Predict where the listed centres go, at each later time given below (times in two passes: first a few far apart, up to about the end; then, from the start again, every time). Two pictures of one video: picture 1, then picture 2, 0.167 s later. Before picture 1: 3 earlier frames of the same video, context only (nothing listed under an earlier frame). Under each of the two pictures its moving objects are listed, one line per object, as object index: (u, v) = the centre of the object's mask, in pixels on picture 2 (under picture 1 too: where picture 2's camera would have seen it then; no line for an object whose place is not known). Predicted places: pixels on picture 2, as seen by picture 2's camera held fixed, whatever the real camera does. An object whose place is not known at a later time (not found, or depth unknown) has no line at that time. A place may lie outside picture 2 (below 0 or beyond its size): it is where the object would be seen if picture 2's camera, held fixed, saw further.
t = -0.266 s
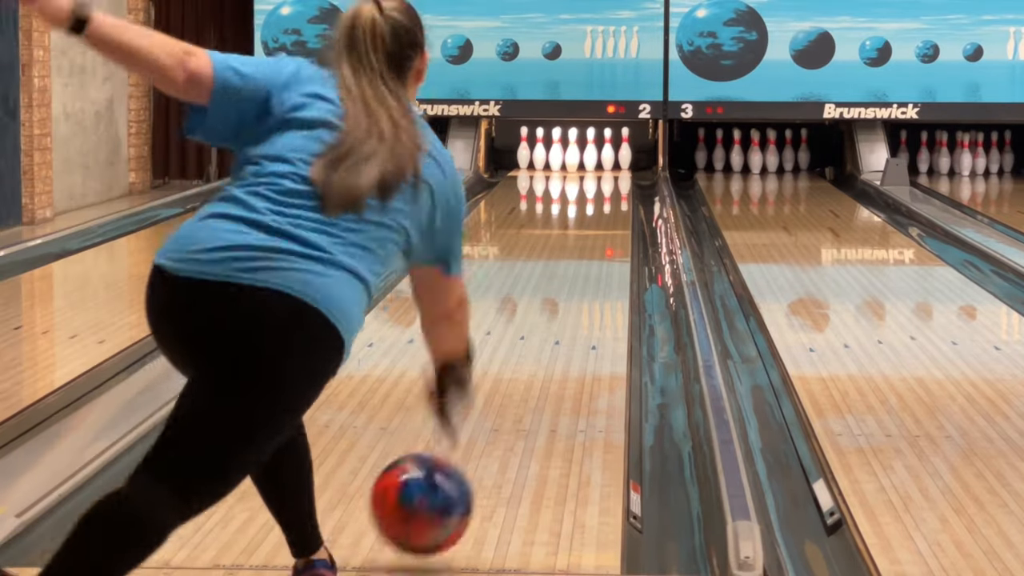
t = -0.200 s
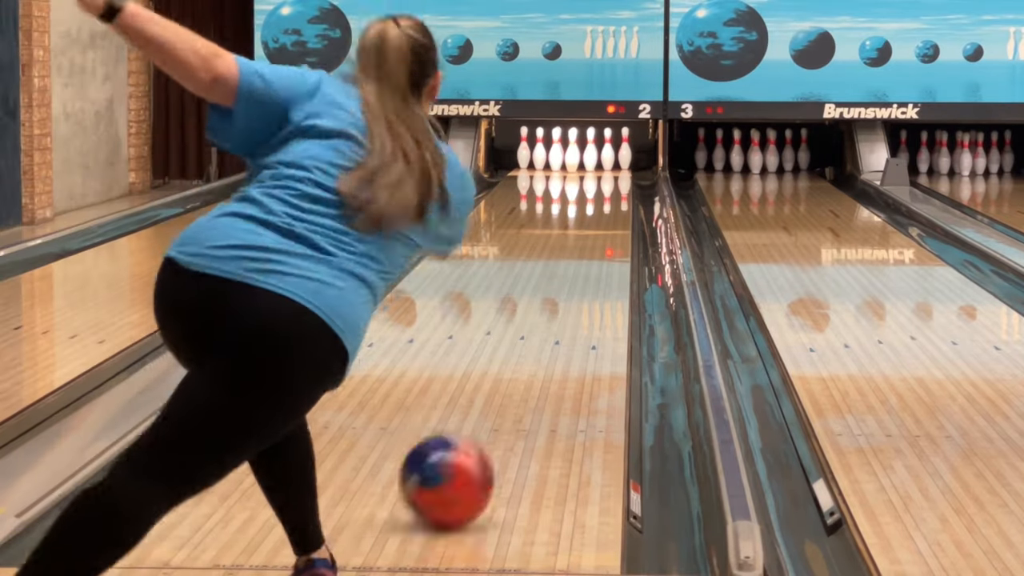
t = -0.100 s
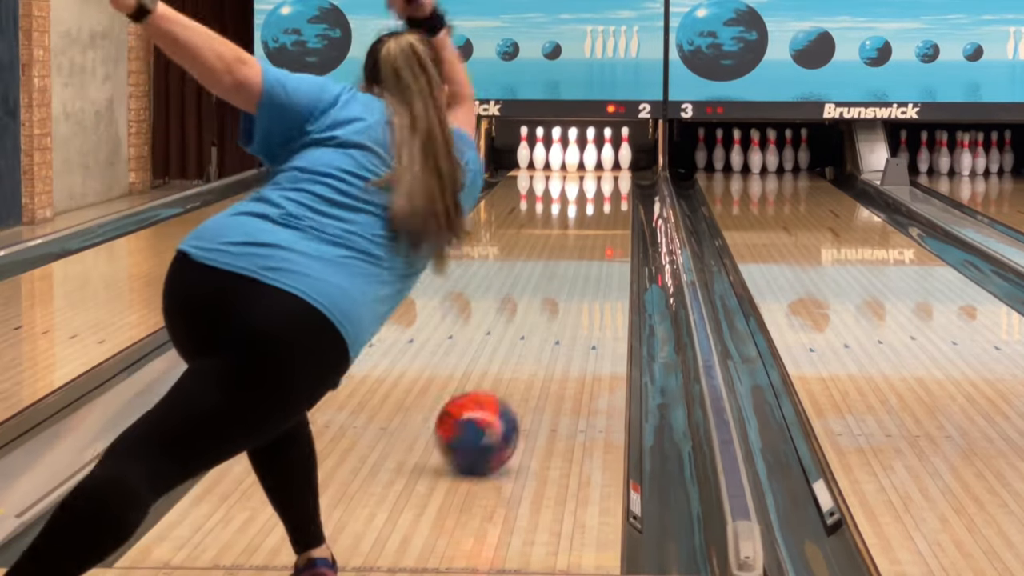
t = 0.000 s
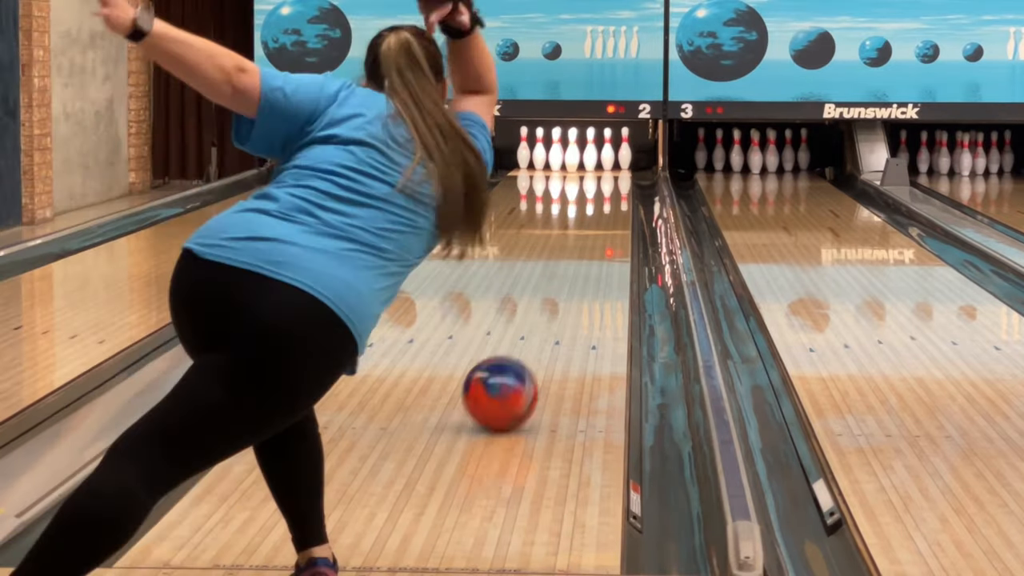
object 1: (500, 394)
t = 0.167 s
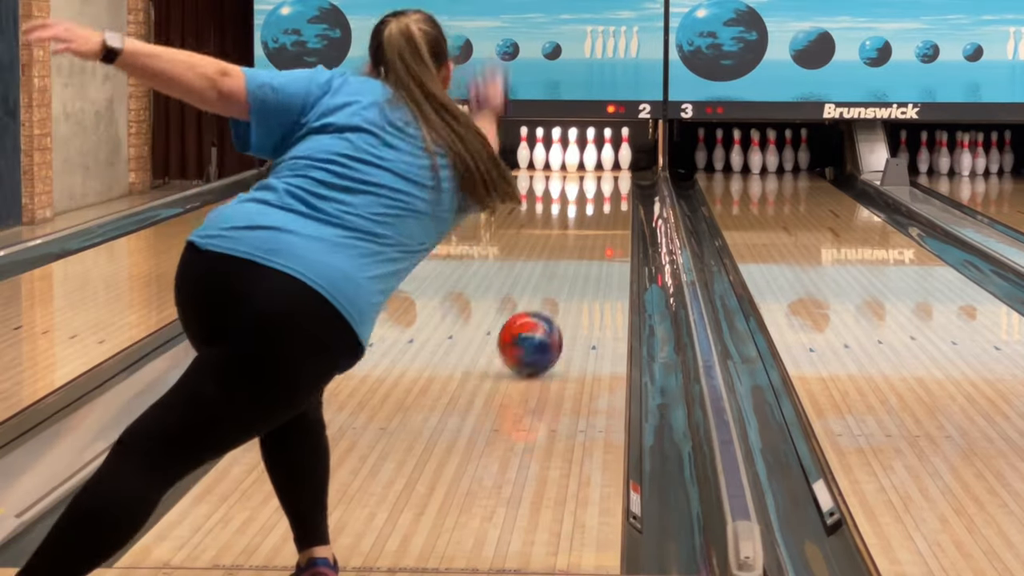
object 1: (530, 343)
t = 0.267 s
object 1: (544, 320)
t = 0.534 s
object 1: (571, 274)
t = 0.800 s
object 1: (589, 241)
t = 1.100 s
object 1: (601, 214)
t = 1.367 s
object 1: (606, 197)
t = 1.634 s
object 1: (606, 182)
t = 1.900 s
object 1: (600, 171)
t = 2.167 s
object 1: (588, 163)
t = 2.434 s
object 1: (590, 158)
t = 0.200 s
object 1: (535, 335)
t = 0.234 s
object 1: (539, 327)
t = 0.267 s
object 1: (544, 320)
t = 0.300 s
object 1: (548, 313)
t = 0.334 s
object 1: (552, 307)
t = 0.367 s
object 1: (556, 300)
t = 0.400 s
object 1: (559, 294)
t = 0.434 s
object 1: (562, 289)
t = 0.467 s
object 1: (565, 284)
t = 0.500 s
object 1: (568, 279)
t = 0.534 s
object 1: (571, 274)
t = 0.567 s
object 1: (574, 269)
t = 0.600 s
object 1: (576, 264)
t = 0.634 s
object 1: (578, 260)
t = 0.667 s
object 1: (581, 255)
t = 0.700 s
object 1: (583, 252)
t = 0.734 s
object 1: (585, 248)
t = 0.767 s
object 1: (587, 244)
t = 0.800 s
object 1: (589, 241)
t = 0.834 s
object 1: (591, 237)
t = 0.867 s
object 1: (592, 235)
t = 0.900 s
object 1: (594, 231)
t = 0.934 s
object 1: (595, 228)
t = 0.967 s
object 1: (596, 225)
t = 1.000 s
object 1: (598, 222)
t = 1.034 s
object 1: (599, 220)
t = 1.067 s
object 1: (600, 217)
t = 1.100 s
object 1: (601, 214)
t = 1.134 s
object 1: (602, 212)
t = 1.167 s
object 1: (603, 210)
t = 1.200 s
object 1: (603, 208)
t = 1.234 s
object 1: (604, 205)
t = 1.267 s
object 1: (605, 203)
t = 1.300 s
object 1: (606, 201)
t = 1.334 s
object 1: (606, 199)
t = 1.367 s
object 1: (606, 197)
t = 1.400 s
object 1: (606, 194)
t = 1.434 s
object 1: (607, 193)
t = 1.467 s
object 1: (607, 191)
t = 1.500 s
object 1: (607, 189)
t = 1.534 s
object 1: (607, 187)
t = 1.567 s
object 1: (607, 186)
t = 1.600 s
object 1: (607, 185)
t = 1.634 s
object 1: (606, 182)
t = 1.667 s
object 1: (605, 181)
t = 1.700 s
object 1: (605, 180)
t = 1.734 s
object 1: (604, 178)
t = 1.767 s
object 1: (603, 177)
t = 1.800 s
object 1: (602, 175)
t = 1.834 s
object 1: (602, 174)
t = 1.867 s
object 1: (601, 173)
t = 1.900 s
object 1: (600, 171)
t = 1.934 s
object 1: (598, 170)
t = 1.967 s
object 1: (597, 169)
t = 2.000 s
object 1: (596, 168)
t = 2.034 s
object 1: (594, 167)
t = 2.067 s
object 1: (593, 166)
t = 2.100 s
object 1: (591, 165)
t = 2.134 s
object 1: (589, 164)
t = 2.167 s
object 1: (588, 163)
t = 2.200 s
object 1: (586, 162)
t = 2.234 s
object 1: (585, 161)
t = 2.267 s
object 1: (585, 161)
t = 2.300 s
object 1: (586, 160)
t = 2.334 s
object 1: (587, 159)
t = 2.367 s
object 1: (587, 159)
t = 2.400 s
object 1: (588, 157)
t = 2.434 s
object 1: (590, 158)
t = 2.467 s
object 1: (592, 158)
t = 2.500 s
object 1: (594, 157)
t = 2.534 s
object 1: (595, 157)
